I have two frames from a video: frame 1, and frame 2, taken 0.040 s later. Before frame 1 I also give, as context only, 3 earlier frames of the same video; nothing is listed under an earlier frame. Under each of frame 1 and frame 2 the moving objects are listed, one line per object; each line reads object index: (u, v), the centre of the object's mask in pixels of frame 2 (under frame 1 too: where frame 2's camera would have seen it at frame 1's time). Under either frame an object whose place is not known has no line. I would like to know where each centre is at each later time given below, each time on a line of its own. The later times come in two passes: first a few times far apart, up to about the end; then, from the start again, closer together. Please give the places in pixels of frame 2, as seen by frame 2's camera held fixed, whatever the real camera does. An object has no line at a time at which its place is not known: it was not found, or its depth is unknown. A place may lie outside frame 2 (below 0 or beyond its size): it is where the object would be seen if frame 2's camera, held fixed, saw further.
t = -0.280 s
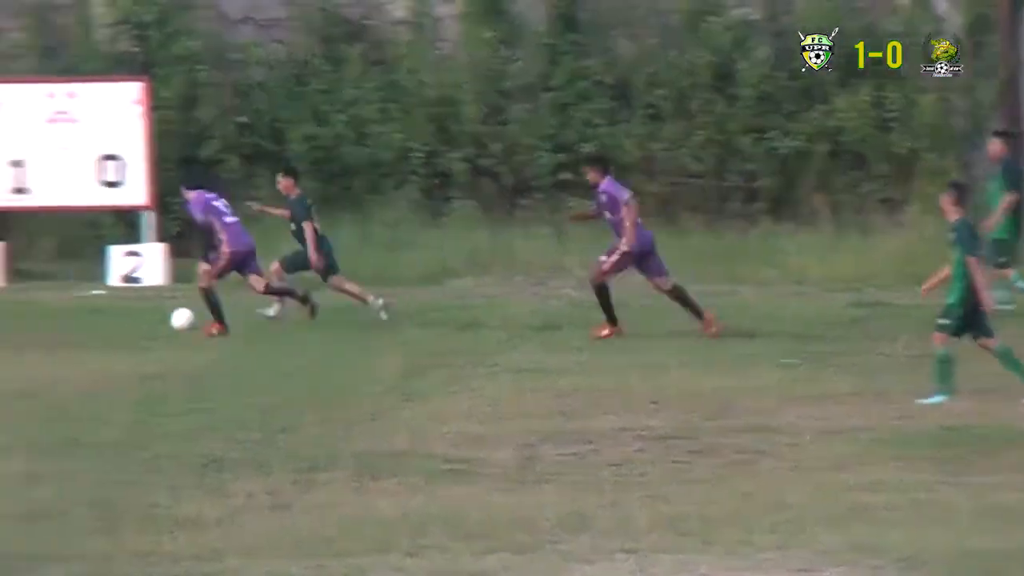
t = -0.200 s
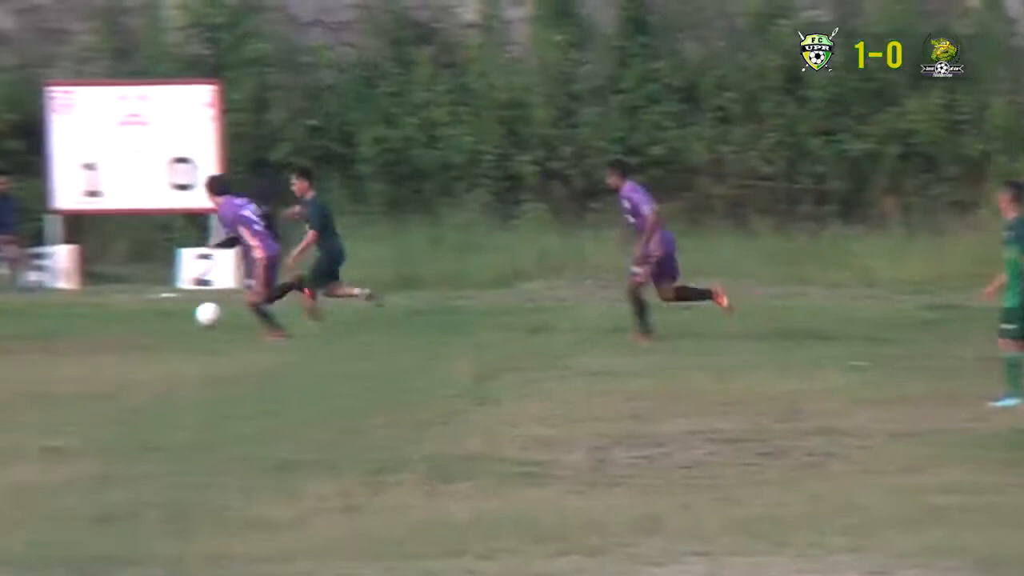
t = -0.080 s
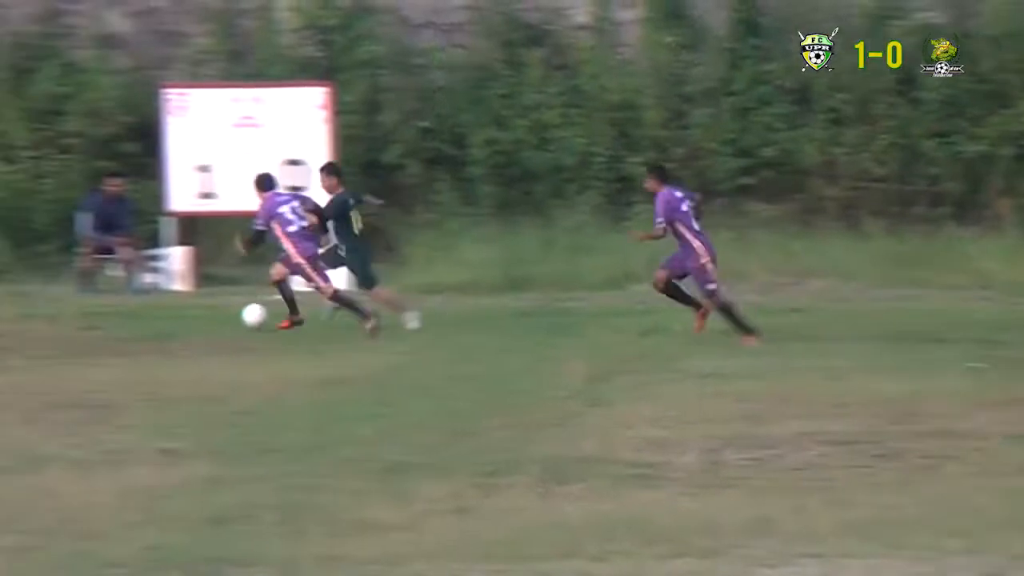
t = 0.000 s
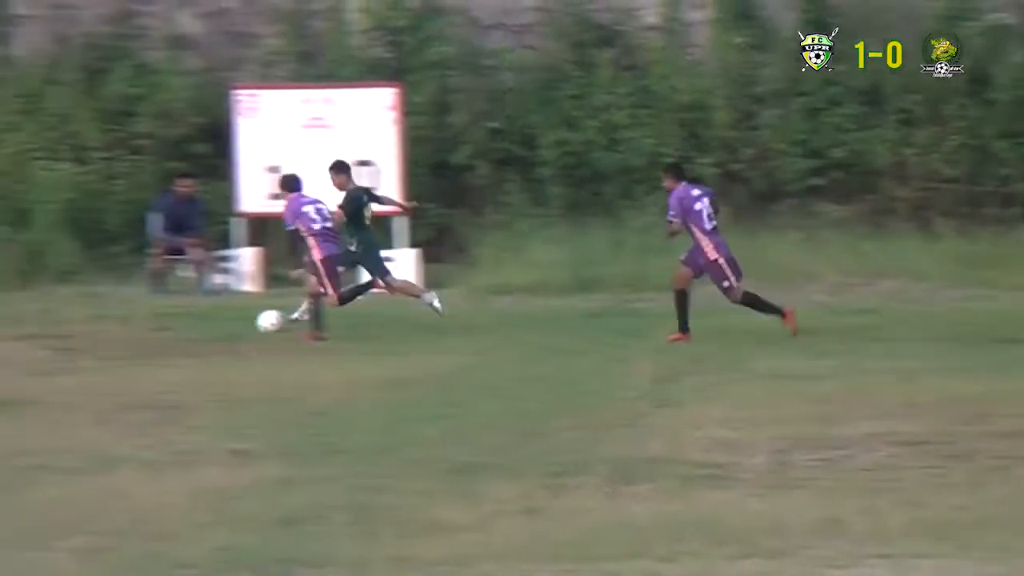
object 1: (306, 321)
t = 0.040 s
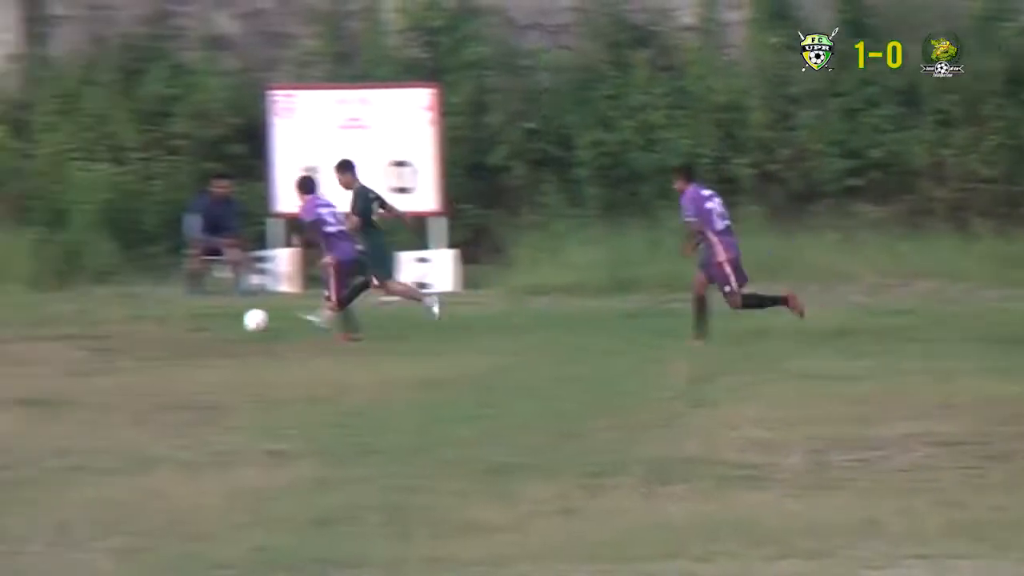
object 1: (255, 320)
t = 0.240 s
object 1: (5, 324)
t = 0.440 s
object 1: (-208, 317)
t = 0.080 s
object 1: (204, 318)
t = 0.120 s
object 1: (154, 317)
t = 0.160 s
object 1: (104, 319)
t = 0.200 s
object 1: (53, 323)
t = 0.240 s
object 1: (5, 324)
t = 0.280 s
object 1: (-37, 319)
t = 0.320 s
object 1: (-79, 315)
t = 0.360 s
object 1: (-122, 314)
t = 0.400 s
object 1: (-165, 314)
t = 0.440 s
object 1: (-208, 317)
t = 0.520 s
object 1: (-296, 330)
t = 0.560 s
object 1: (-337, 331)
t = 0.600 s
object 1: (-377, 327)
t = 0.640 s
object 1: (-420, 323)
